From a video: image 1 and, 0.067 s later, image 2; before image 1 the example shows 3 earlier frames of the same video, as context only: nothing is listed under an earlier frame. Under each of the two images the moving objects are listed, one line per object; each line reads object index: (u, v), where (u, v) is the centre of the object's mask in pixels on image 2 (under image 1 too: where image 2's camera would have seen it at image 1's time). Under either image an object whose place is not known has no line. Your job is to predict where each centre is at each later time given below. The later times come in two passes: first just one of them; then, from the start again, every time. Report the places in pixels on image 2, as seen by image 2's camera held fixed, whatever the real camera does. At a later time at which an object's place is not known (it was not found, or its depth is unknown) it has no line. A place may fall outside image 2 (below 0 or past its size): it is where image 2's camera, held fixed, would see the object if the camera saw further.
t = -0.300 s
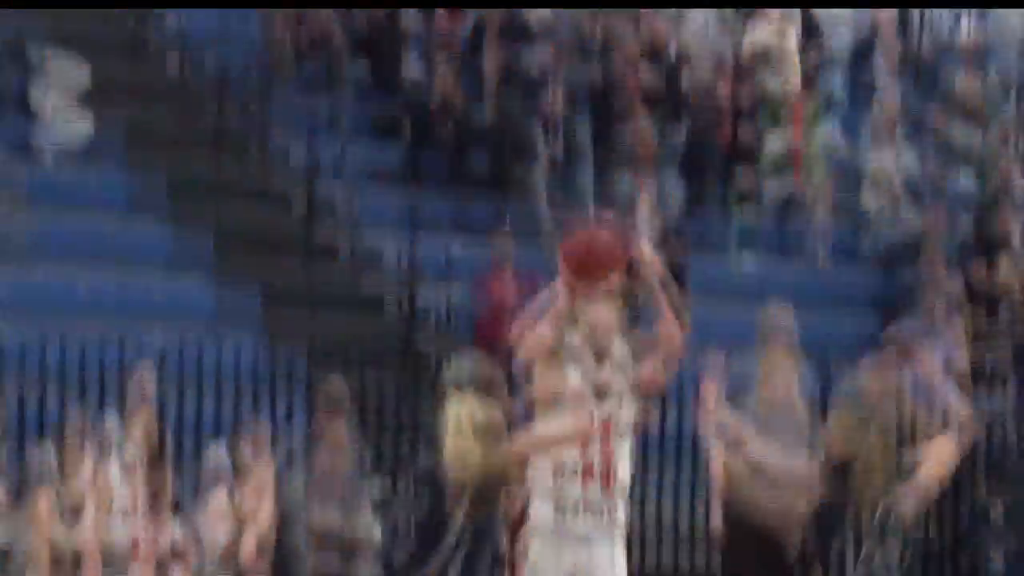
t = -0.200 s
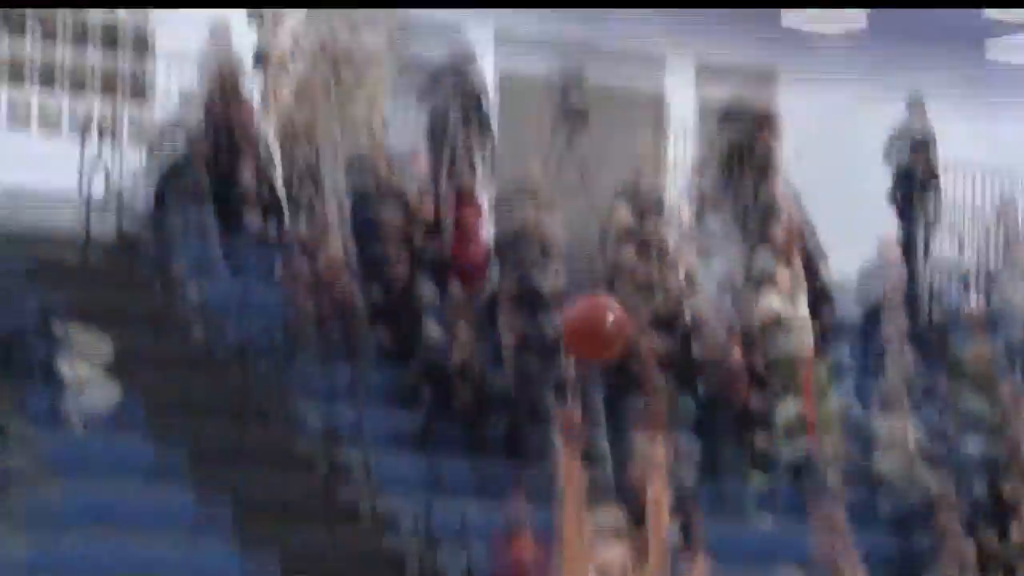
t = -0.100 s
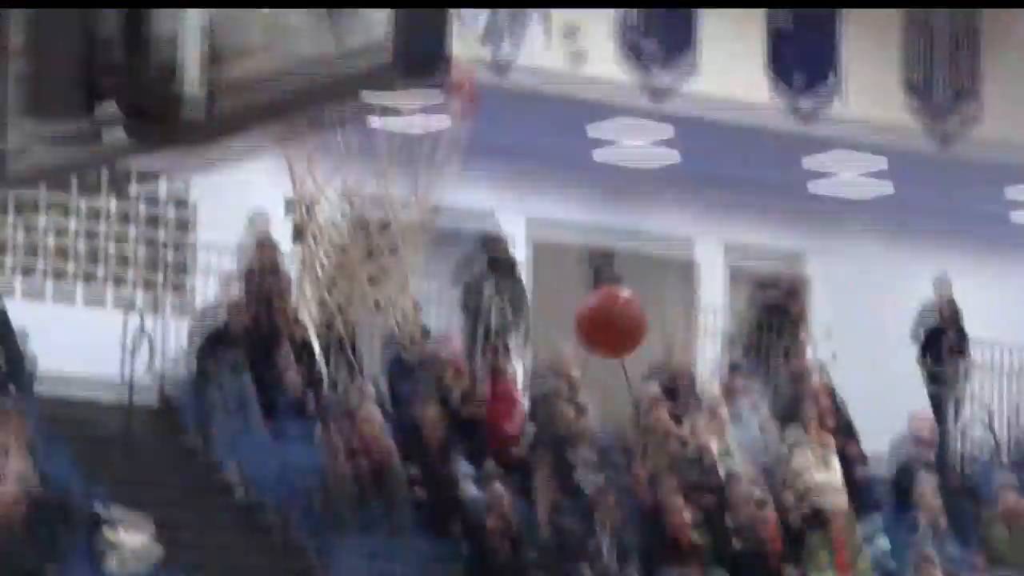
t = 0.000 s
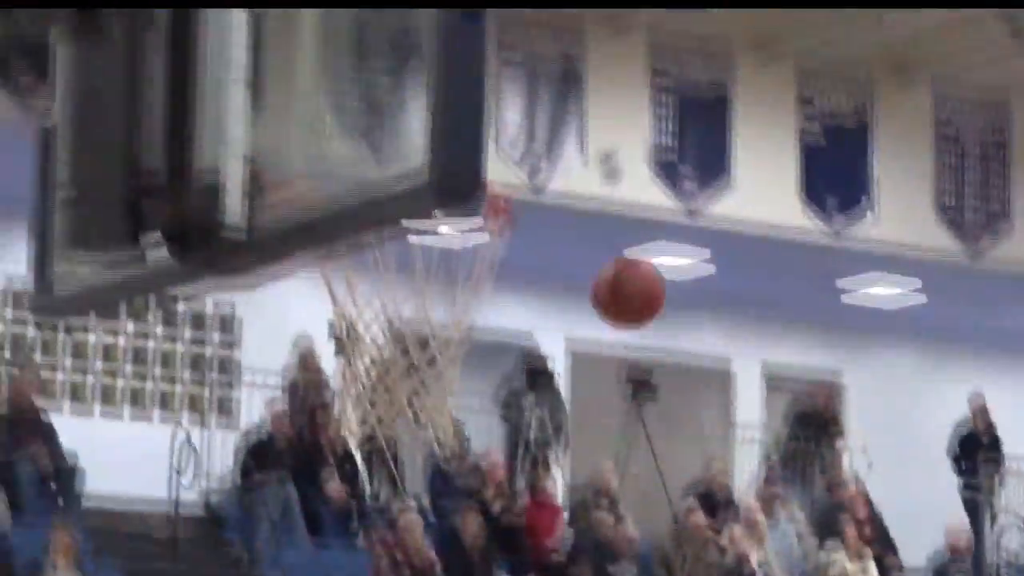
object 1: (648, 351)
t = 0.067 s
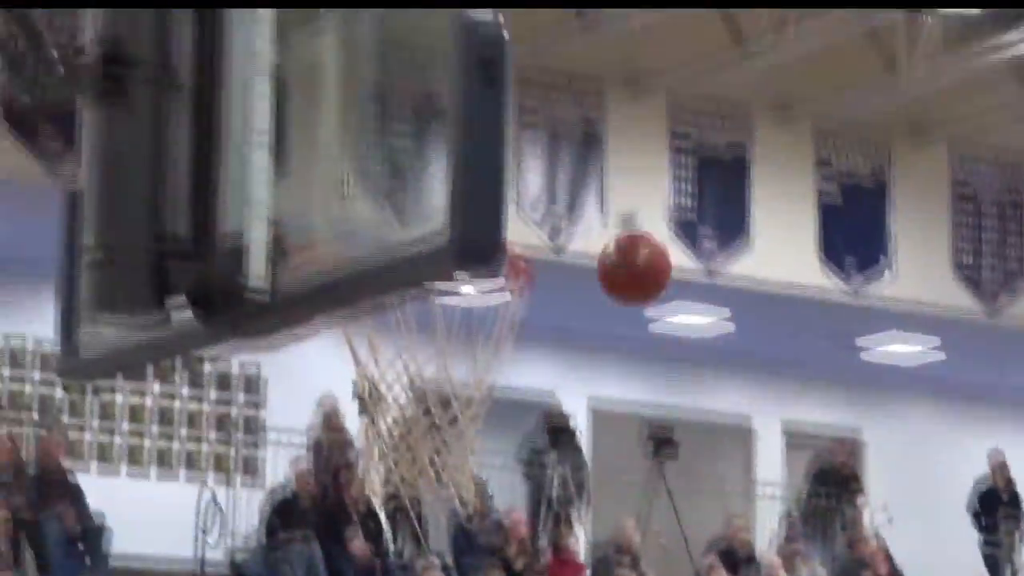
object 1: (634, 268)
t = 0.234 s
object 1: (598, 122)
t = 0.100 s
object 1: (627, 231)
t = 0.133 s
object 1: (621, 199)
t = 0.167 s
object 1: (613, 167)
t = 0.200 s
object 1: (607, 140)
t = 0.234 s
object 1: (598, 122)
